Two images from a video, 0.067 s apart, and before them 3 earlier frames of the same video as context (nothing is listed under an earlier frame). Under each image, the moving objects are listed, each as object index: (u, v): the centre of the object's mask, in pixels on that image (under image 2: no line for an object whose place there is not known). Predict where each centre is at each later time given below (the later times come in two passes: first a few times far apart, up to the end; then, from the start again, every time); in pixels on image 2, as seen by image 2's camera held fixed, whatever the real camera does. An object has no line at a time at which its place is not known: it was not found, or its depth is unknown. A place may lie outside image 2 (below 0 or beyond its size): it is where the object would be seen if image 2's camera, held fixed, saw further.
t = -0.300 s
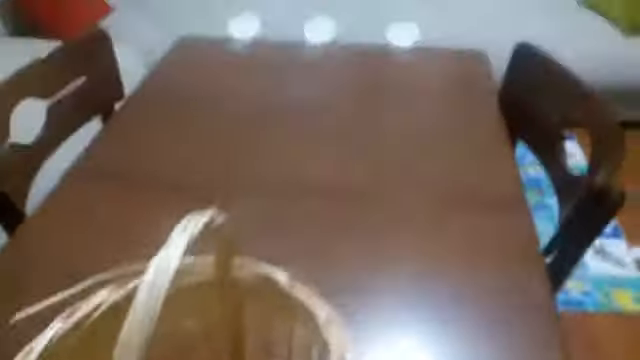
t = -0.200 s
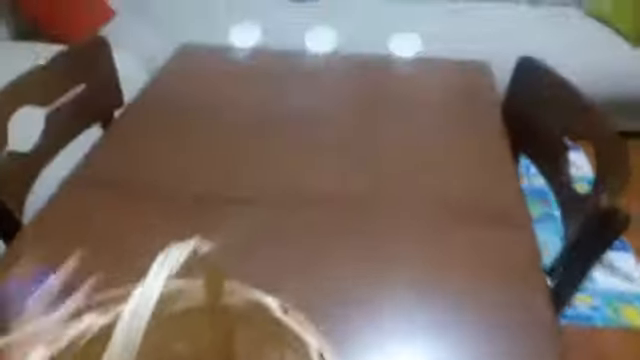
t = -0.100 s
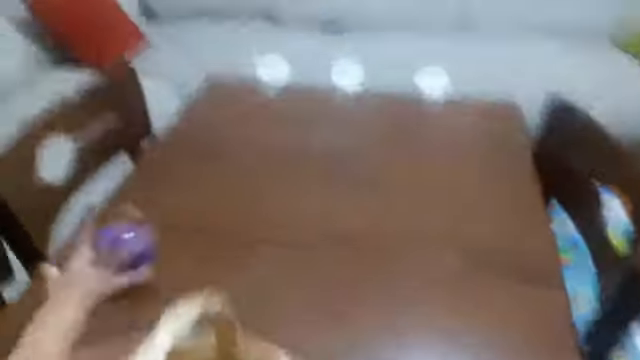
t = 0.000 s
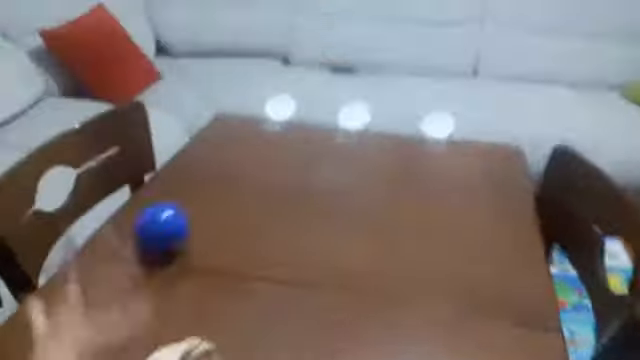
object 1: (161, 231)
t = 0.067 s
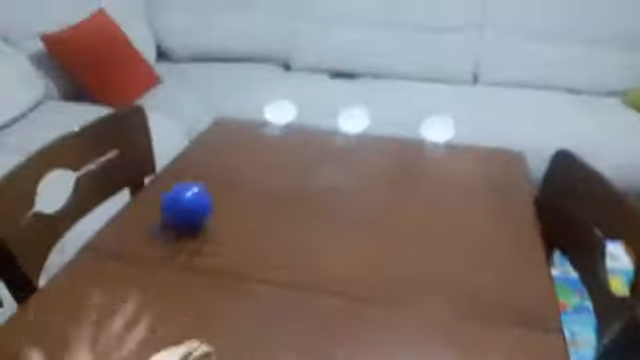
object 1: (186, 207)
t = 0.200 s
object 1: (222, 170)
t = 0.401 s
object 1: (261, 129)
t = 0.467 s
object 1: (270, 116)
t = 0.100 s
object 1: (197, 198)
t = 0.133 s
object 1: (207, 188)
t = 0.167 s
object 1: (215, 179)
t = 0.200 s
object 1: (222, 170)
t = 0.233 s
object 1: (230, 164)
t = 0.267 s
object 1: (238, 155)
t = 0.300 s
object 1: (245, 148)
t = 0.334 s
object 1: (251, 141)
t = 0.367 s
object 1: (256, 135)
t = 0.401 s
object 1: (261, 129)
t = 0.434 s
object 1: (266, 123)
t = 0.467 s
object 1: (270, 116)
